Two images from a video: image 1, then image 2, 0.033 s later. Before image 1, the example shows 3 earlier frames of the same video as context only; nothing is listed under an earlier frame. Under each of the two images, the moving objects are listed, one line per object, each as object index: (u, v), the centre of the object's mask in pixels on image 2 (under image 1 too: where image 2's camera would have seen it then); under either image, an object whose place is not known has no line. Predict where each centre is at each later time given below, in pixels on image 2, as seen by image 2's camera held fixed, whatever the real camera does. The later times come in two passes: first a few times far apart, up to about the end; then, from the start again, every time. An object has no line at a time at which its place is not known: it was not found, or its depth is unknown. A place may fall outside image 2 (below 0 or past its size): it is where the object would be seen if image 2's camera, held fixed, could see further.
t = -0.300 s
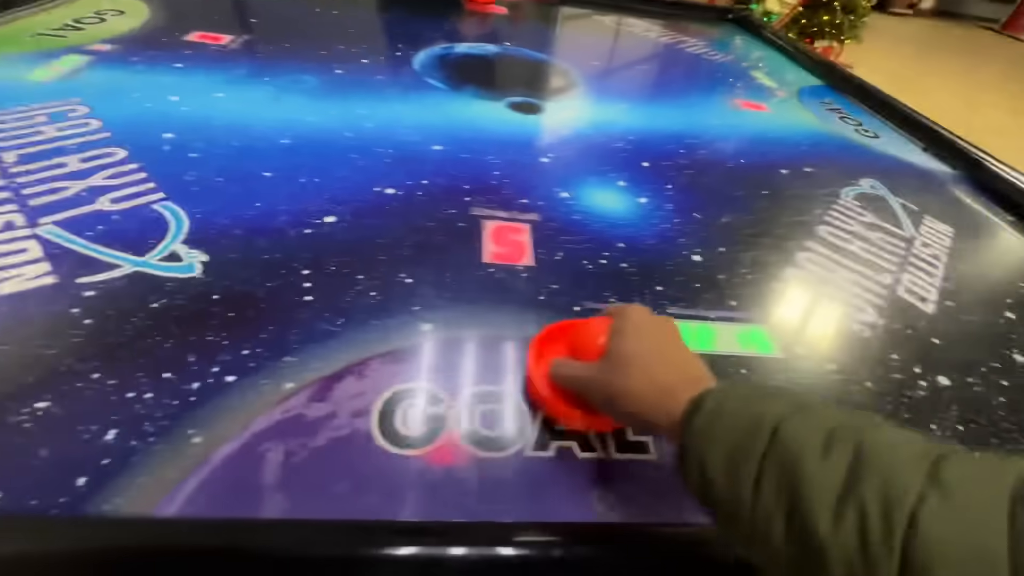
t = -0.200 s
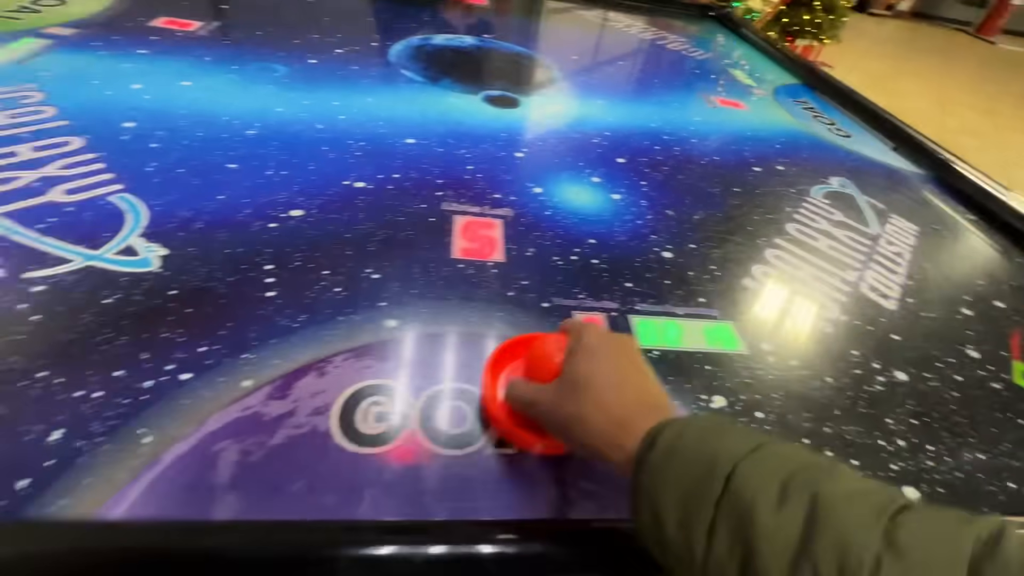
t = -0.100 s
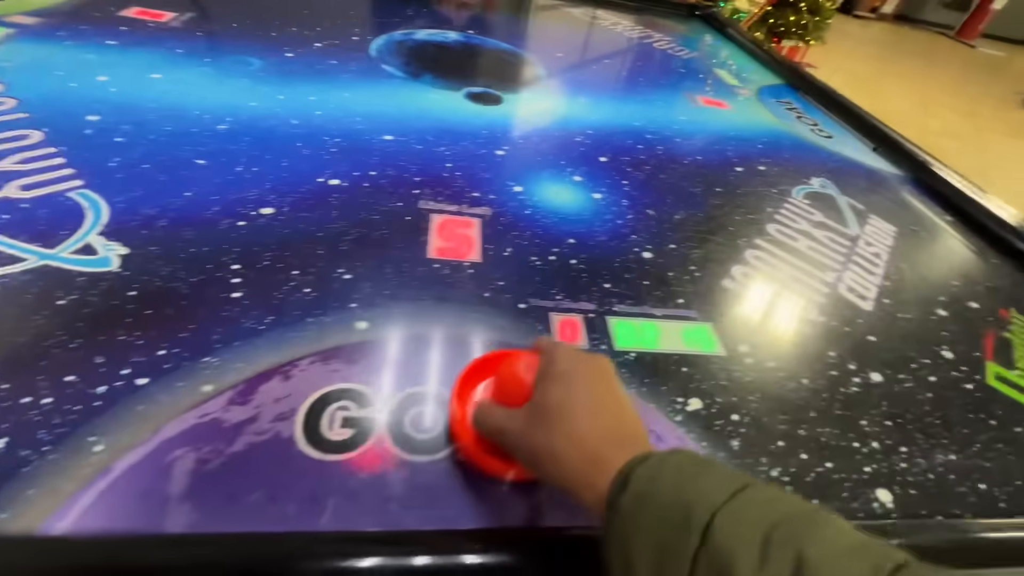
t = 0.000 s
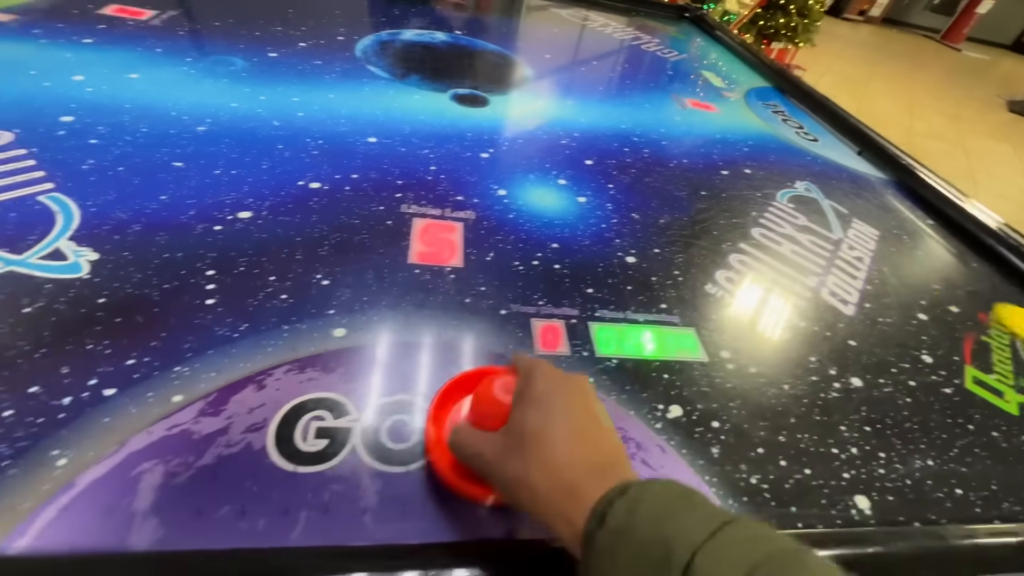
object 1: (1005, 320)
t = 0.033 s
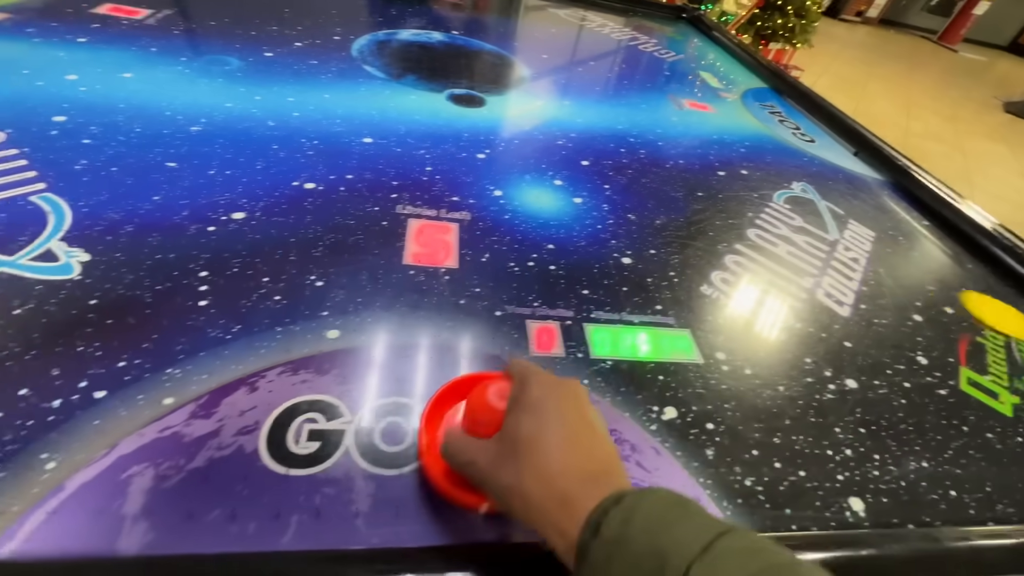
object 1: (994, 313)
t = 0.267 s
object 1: (810, 228)
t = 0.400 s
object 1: (721, 187)
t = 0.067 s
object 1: (970, 303)
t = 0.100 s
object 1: (941, 289)
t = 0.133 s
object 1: (912, 276)
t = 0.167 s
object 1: (886, 263)
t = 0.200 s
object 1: (860, 251)
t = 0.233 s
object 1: (834, 239)
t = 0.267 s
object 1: (810, 228)
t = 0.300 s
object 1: (786, 217)
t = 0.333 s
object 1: (764, 207)
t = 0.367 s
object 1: (742, 196)
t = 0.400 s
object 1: (721, 187)
